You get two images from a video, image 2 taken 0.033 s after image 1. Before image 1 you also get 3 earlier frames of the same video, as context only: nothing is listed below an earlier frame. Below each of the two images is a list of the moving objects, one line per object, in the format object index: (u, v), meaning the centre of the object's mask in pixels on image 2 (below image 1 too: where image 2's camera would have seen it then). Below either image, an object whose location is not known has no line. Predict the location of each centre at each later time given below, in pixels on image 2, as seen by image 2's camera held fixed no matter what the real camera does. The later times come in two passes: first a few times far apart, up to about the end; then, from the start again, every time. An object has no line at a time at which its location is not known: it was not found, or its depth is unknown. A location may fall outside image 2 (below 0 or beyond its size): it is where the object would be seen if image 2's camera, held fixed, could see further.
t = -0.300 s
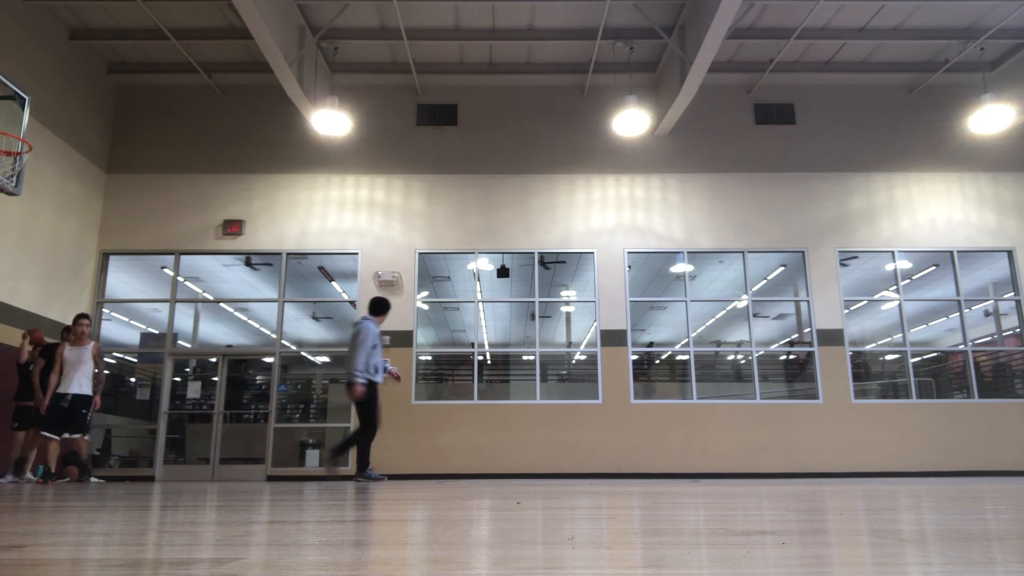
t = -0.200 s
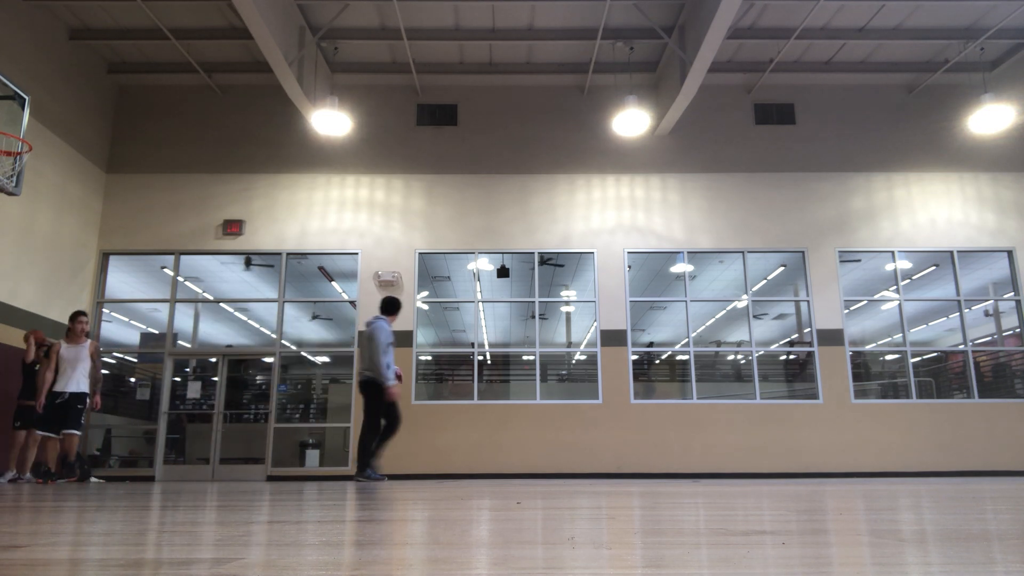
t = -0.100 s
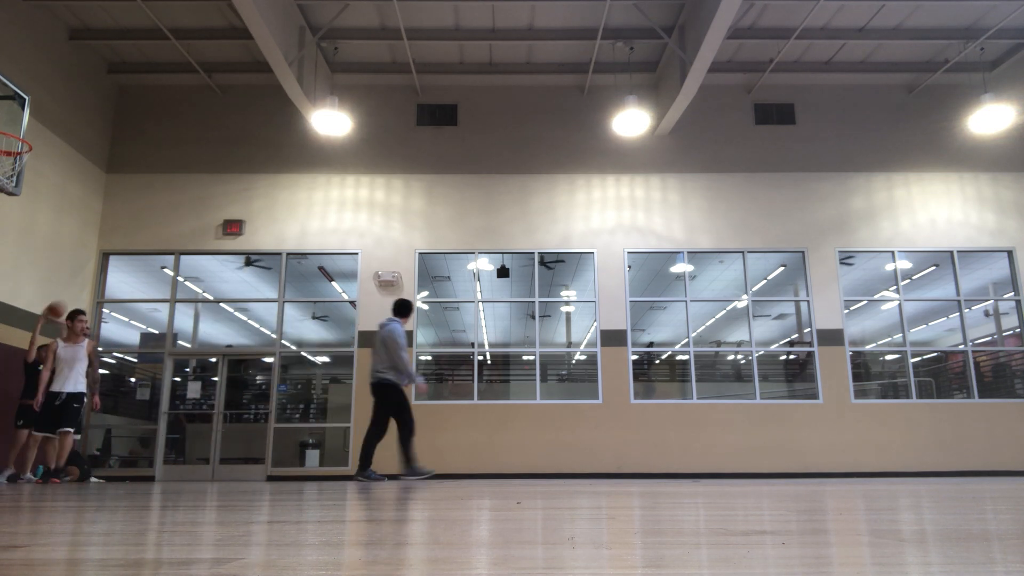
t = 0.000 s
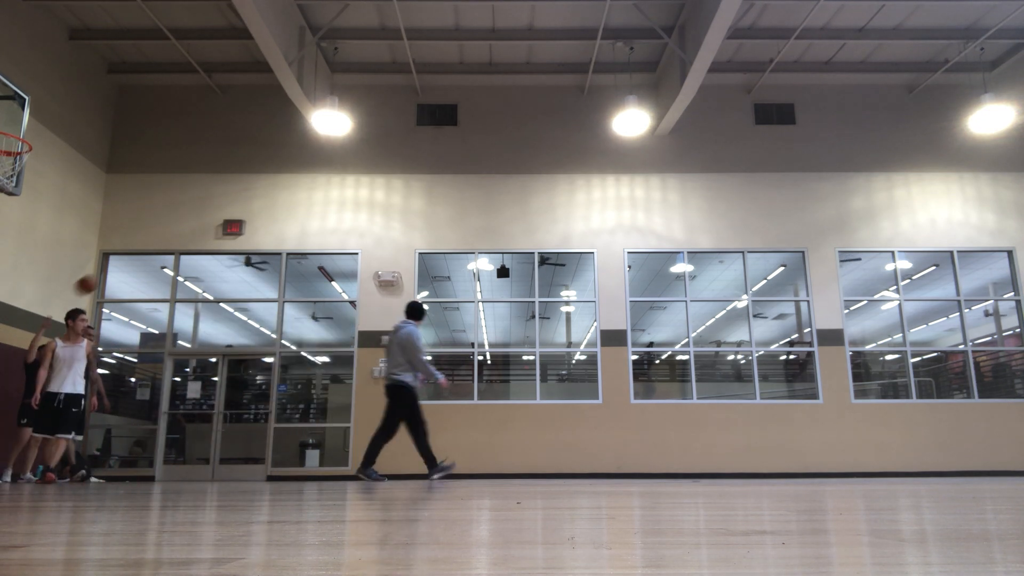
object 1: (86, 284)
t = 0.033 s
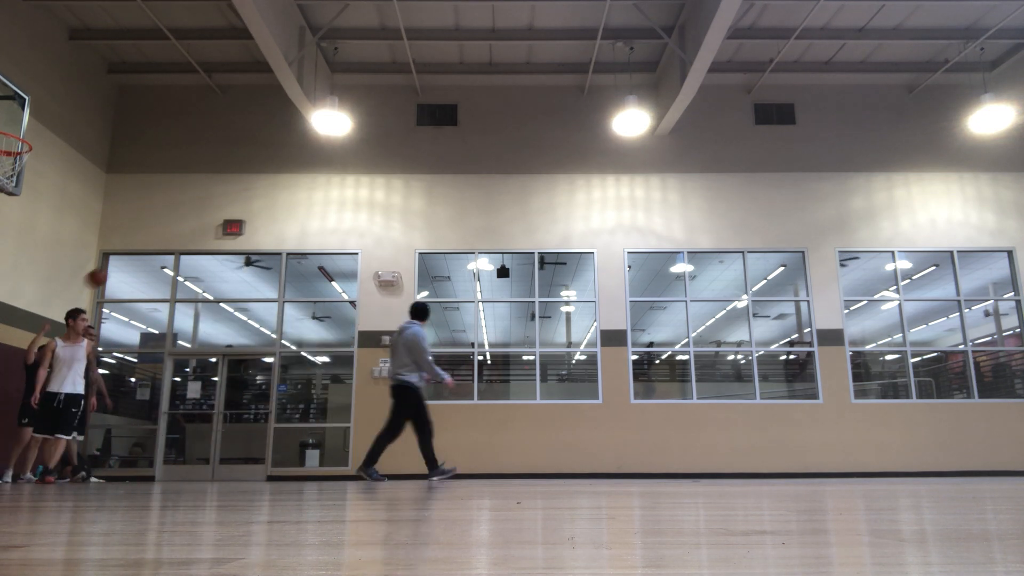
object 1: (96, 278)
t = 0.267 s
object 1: (168, 247)
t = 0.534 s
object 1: (253, 263)
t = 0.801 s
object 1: (340, 337)
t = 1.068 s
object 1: (430, 460)
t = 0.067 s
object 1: (106, 271)
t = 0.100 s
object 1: (118, 264)
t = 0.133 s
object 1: (128, 260)
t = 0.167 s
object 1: (138, 256)
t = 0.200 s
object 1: (148, 252)
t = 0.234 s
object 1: (158, 250)
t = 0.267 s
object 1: (168, 247)
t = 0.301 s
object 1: (179, 247)
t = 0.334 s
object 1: (189, 247)
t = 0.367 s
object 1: (199, 247)
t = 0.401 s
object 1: (209, 248)
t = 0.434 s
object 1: (220, 251)
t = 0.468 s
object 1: (230, 254)
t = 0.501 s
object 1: (242, 258)
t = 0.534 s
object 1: (253, 263)
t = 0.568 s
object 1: (263, 268)
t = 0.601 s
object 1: (274, 276)
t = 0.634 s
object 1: (284, 283)
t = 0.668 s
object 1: (295, 291)
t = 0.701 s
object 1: (306, 301)
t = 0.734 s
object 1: (318, 312)
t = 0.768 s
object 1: (329, 324)
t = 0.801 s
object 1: (340, 337)
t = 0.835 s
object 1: (350, 350)
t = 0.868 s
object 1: (363, 366)
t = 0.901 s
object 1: (372, 381)
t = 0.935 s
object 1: (384, 400)
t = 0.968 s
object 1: (396, 418)
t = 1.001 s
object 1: (408, 439)
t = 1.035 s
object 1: (419, 460)
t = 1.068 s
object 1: (430, 460)
